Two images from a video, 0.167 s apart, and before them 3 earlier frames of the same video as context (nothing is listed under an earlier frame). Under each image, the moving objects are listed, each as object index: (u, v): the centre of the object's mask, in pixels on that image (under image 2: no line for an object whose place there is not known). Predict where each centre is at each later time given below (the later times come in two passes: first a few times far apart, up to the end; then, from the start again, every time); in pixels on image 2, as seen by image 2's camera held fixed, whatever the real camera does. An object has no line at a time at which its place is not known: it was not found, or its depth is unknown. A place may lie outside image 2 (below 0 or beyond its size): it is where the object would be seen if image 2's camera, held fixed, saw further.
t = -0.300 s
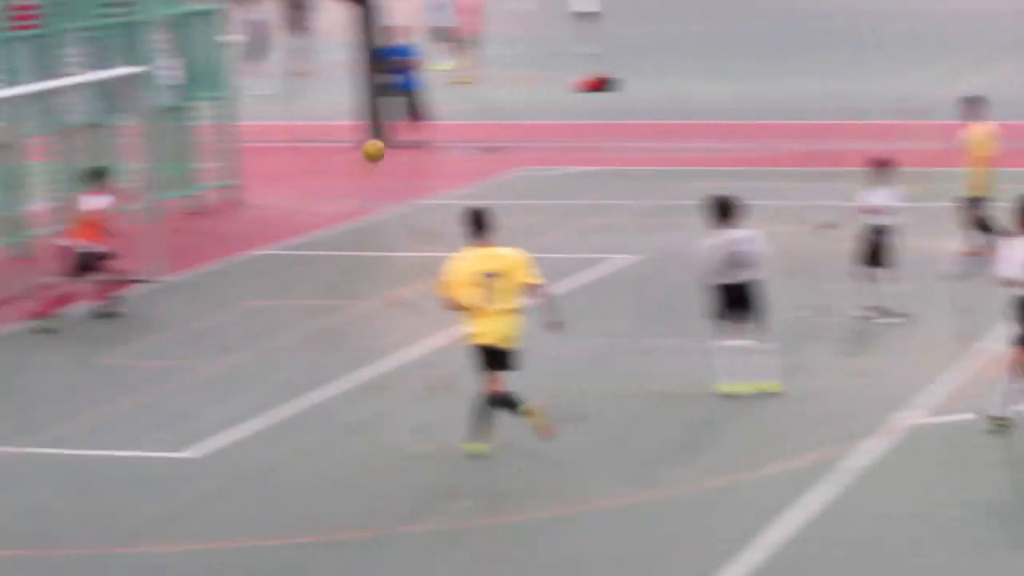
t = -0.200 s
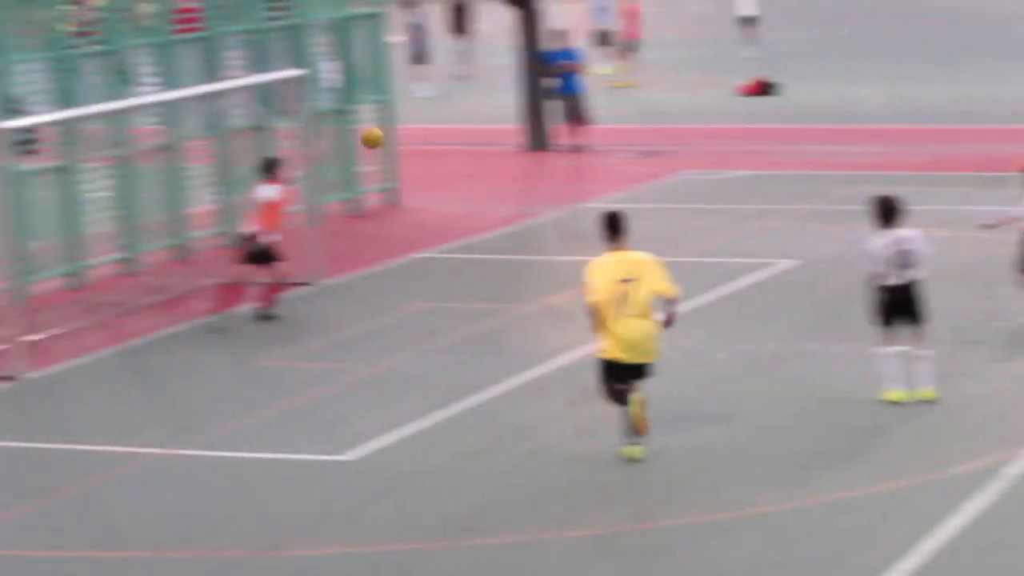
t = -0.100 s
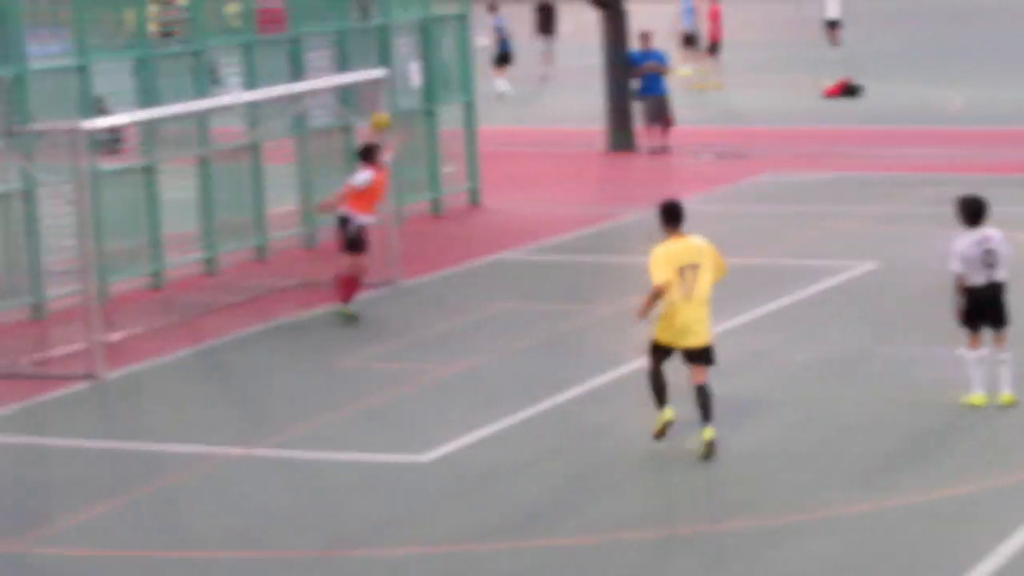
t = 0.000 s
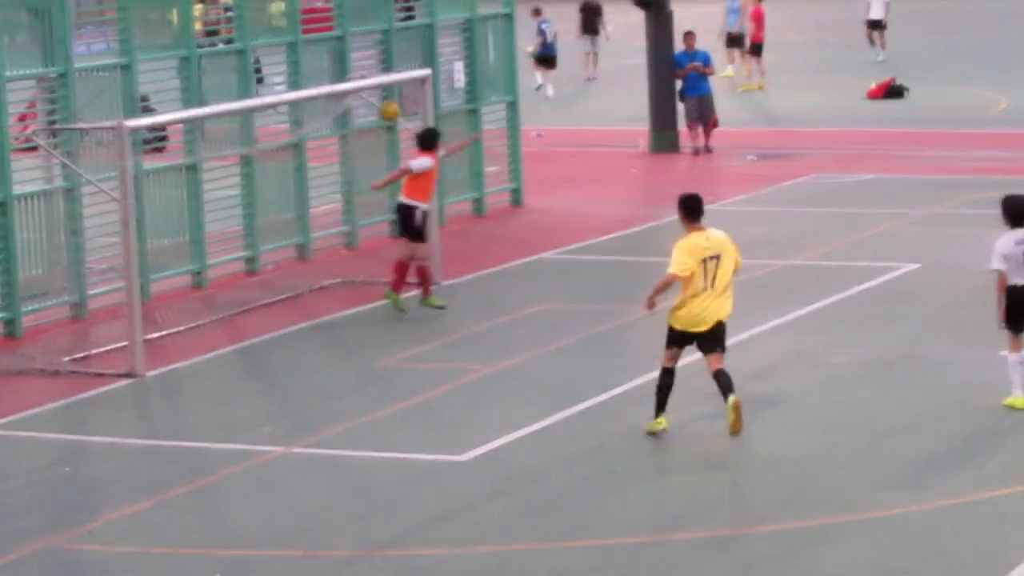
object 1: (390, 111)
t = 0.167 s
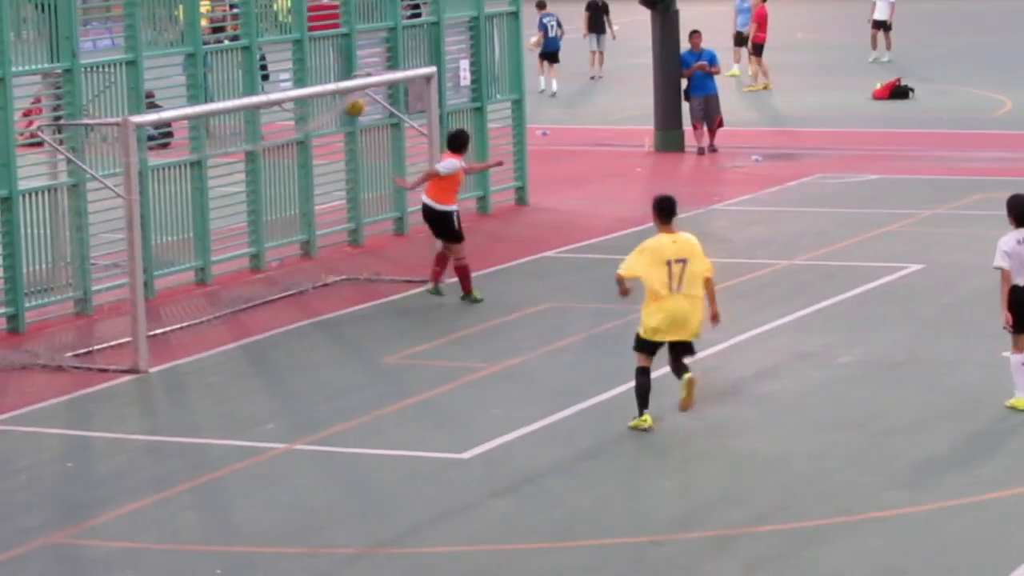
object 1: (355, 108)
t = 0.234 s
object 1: (356, 109)
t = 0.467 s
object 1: (370, 157)
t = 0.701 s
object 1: (380, 243)
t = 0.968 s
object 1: (371, 244)
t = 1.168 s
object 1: (364, 251)
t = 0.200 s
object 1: (355, 108)
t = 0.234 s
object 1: (356, 109)
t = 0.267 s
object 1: (358, 113)
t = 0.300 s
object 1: (360, 118)
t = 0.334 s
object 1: (362, 124)
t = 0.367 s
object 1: (364, 131)
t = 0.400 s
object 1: (366, 139)
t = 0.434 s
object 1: (369, 147)
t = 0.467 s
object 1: (370, 157)
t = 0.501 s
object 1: (371, 168)
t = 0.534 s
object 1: (373, 178)
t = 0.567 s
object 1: (375, 190)
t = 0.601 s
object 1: (377, 203)
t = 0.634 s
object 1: (378, 215)
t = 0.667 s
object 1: (379, 229)
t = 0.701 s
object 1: (380, 243)
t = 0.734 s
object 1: (382, 259)
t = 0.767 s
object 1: (382, 266)
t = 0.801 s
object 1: (380, 261)
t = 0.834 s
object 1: (379, 256)
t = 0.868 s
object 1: (376, 252)
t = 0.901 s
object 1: (374, 247)
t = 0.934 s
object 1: (372, 245)
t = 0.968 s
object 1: (371, 244)
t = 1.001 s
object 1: (370, 243)
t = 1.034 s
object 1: (369, 243)
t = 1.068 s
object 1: (368, 244)
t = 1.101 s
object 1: (366, 244)
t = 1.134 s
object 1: (365, 247)
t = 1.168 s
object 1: (364, 251)
